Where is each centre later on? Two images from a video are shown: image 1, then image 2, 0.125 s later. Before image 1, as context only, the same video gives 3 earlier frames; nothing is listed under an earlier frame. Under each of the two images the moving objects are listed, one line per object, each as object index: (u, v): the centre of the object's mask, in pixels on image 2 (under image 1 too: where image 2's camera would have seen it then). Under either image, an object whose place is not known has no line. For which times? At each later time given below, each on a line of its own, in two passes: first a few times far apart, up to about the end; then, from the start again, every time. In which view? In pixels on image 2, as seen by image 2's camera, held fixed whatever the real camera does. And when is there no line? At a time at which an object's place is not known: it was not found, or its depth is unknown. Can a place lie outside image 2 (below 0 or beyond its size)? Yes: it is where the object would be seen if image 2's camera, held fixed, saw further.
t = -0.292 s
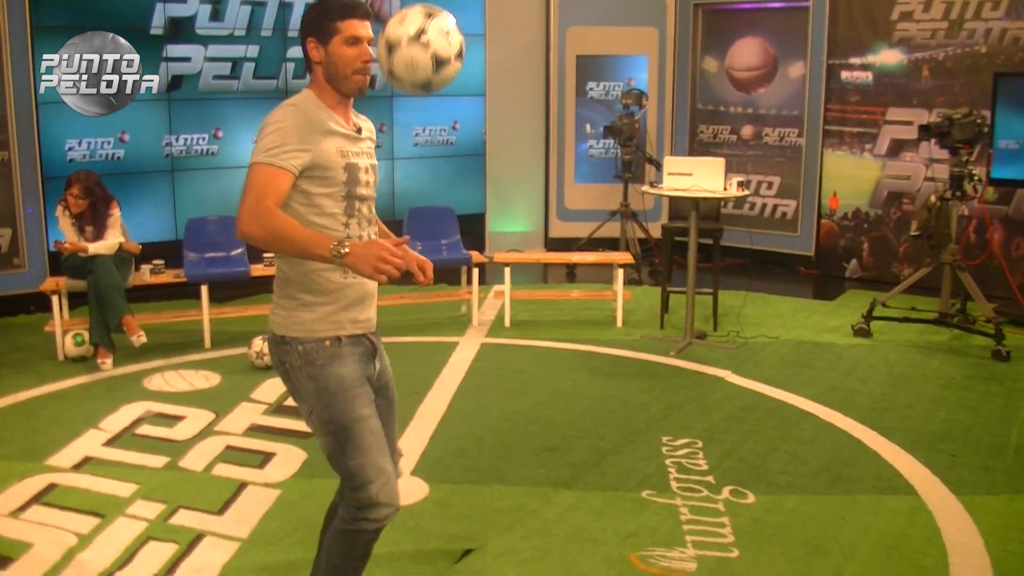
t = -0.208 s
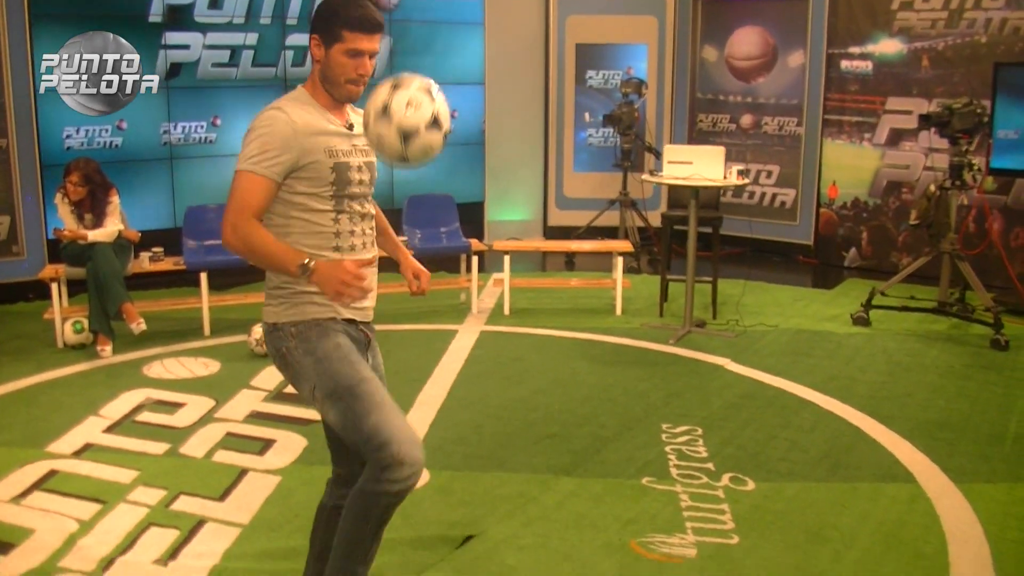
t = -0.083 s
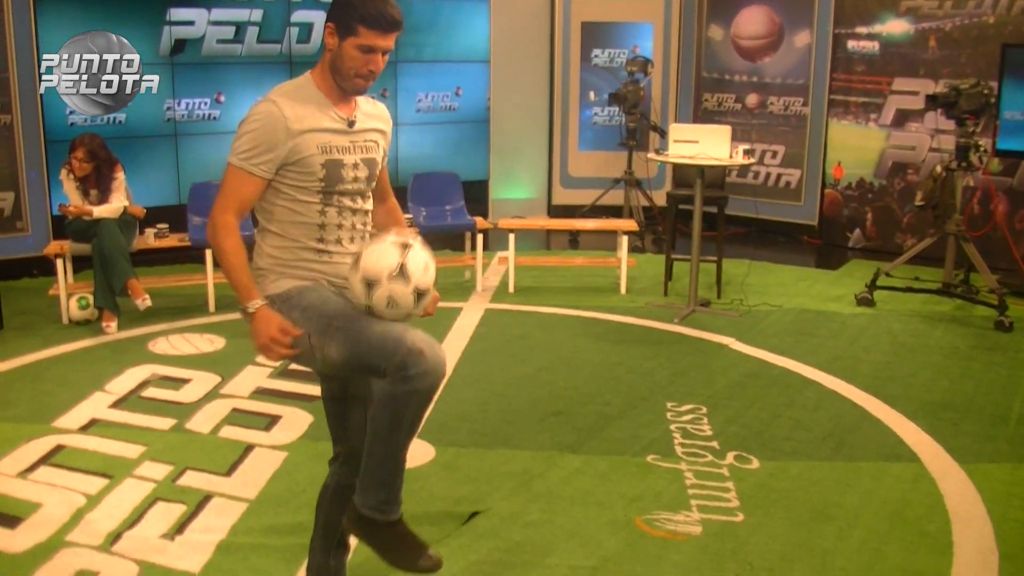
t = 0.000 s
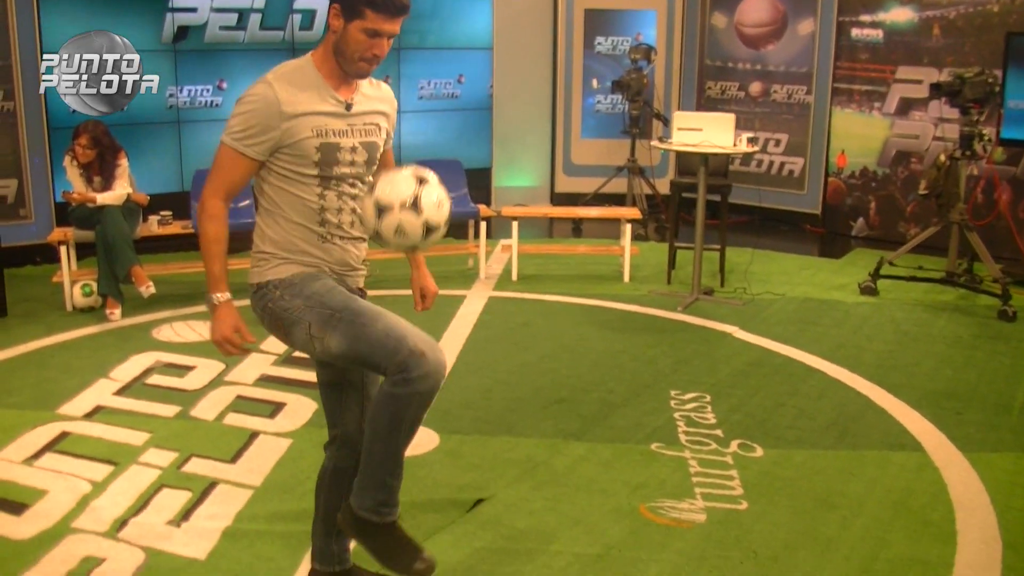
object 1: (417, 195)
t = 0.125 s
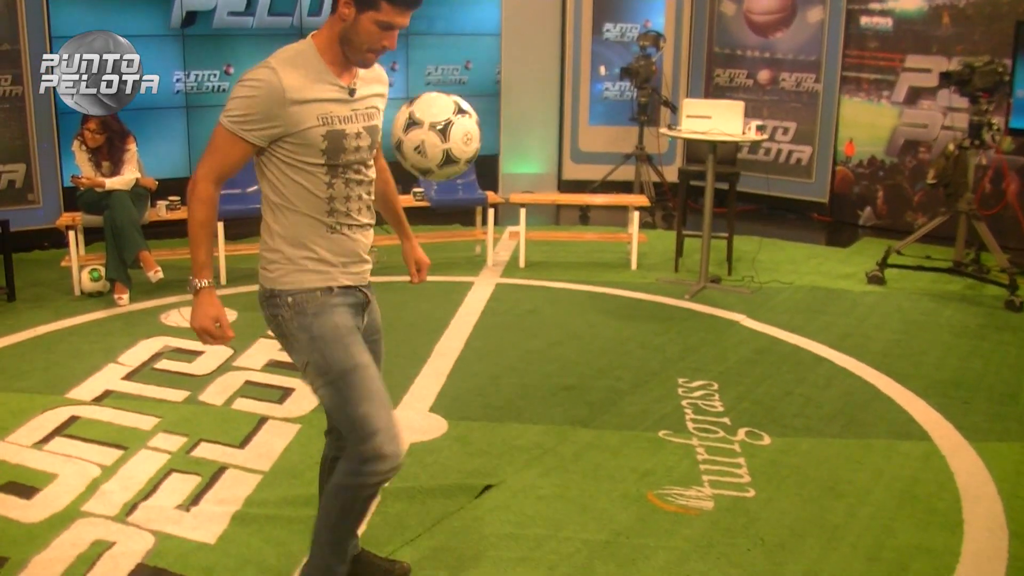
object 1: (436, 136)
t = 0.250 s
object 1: (454, 145)
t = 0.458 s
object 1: (477, 281)
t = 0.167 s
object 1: (443, 133)
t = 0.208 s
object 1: (449, 136)
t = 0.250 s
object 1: (454, 145)
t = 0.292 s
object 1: (459, 161)
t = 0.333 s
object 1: (463, 182)
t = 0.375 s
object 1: (468, 207)
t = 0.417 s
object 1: (472, 241)
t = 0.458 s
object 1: (477, 281)
